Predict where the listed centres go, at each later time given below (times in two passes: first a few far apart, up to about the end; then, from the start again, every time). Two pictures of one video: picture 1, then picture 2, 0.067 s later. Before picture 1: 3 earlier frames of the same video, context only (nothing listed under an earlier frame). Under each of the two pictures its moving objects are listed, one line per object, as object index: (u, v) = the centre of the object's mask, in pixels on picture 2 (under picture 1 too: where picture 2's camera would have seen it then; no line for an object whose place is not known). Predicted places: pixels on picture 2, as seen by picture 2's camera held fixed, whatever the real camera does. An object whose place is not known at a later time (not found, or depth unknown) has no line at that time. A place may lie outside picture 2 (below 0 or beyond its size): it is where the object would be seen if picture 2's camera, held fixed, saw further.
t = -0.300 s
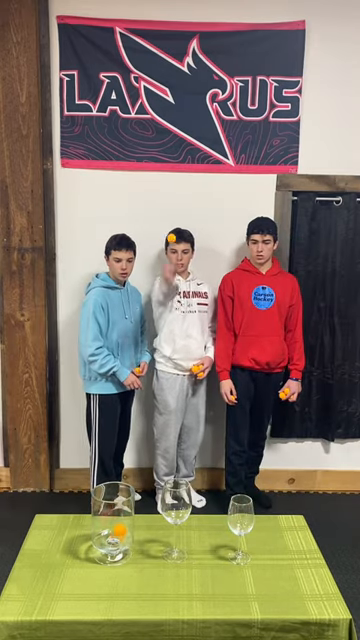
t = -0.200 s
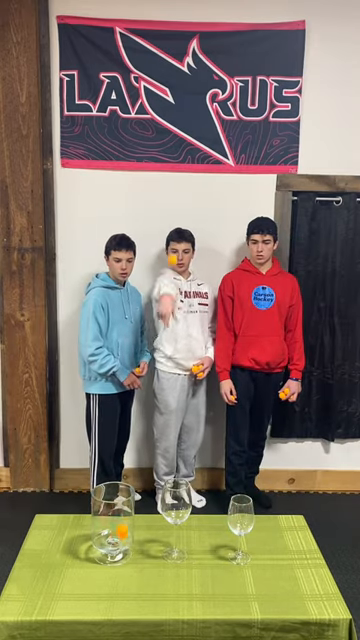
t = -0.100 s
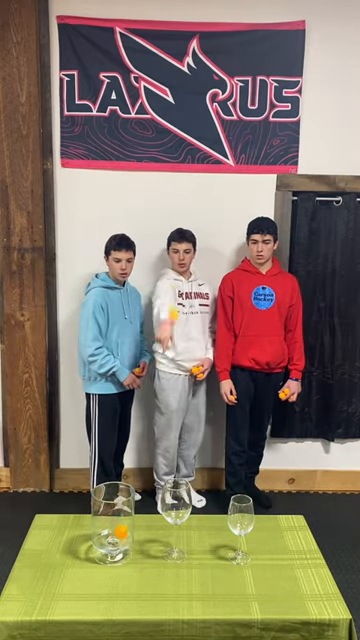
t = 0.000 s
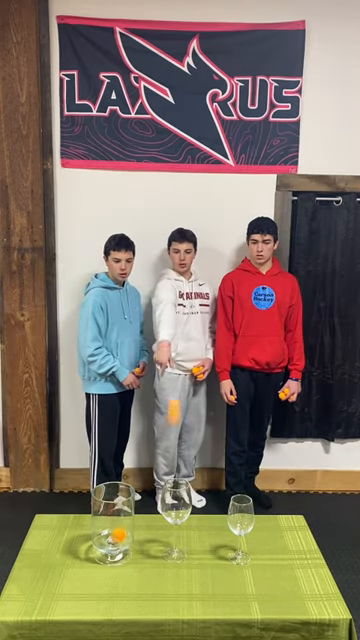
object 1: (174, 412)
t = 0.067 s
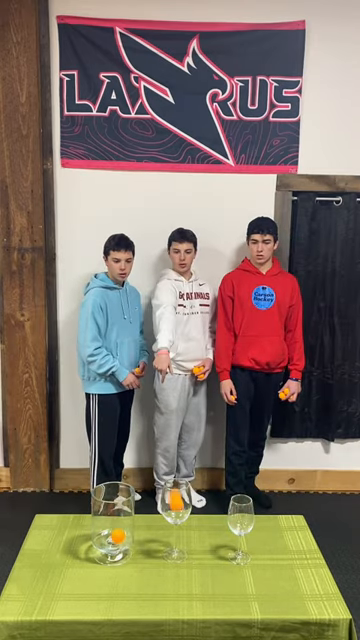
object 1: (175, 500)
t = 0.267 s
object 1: (182, 504)
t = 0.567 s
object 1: (177, 510)
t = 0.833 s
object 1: (172, 509)
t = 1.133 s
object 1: (173, 508)
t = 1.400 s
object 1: (175, 511)
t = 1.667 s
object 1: (176, 512)
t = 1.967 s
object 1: (176, 512)
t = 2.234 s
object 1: (176, 512)
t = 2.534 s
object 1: (176, 513)
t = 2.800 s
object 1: (175, 513)
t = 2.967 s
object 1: (176, 513)
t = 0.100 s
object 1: (172, 500)
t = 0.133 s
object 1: (177, 493)
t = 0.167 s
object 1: (173, 503)
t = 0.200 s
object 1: (179, 505)
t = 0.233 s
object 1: (171, 503)
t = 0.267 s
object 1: (182, 504)
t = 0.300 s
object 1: (173, 504)
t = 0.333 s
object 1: (176, 509)
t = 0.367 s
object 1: (178, 504)
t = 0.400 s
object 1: (175, 504)
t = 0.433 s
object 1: (172, 509)
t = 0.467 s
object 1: (181, 507)
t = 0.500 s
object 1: (175, 504)
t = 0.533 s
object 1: (170, 505)
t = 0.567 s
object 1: (177, 510)
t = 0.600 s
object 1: (177, 509)
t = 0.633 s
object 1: (174, 505)
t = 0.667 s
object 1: (174, 508)
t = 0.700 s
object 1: (175, 510)
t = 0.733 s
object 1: (177, 509)
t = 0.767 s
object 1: (176, 509)
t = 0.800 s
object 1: (171, 507)
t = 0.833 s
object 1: (172, 509)
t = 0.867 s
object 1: (178, 511)
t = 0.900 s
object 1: (176, 509)
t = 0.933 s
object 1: (174, 506)
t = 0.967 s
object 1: (174, 508)
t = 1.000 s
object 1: (174, 510)
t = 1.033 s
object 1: (176, 511)
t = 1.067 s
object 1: (179, 510)
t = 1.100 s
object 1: (177, 508)
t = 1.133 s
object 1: (173, 508)
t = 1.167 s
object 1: (171, 510)
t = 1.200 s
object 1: (175, 511)
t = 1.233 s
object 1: (178, 511)
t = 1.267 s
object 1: (178, 509)
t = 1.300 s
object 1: (178, 509)
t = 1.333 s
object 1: (175, 509)
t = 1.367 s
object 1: (173, 511)
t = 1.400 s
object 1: (175, 511)
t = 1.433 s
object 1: (179, 512)
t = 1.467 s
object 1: (178, 510)
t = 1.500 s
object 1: (178, 510)
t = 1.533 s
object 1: (177, 510)
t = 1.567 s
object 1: (173, 511)
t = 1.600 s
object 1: (174, 511)
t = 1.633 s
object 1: (176, 512)
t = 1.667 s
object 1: (176, 512)
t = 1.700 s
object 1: (177, 512)
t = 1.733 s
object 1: (177, 511)
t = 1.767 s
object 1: (174, 511)
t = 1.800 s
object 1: (174, 511)
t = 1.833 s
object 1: (174, 512)
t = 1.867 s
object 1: (176, 512)
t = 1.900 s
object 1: (176, 512)
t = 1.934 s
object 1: (176, 512)
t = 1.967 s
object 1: (176, 512)
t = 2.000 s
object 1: (175, 512)
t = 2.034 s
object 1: (175, 512)
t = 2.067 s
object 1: (175, 513)
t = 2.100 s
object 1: (176, 513)
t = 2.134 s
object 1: (176, 513)
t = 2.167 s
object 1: (176, 513)
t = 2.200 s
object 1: (176, 512)
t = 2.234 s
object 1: (176, 512)
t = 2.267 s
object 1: (175, 512)
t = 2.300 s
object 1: (174, 513)
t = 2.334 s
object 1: (174, 513)
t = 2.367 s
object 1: (174, 514)
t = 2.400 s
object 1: (175, 513)
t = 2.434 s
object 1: (175, 513)
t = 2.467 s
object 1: (176, 513)
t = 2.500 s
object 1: (176, 513)
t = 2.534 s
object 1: (176, 513)
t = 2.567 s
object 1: (176, 513)
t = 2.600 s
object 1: (176, 513)
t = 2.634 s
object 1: (175, 513)
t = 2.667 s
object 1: (175, 513)
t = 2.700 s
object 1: (175, 513)
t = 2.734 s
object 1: (175, 513)
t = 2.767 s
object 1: (175, 513)
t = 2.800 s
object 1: (175, 513)
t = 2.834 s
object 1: (175, 514)
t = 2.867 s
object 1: (175, 514)
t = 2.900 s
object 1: (176, 513)
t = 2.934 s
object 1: (176, 513)
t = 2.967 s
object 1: (176, 513)
